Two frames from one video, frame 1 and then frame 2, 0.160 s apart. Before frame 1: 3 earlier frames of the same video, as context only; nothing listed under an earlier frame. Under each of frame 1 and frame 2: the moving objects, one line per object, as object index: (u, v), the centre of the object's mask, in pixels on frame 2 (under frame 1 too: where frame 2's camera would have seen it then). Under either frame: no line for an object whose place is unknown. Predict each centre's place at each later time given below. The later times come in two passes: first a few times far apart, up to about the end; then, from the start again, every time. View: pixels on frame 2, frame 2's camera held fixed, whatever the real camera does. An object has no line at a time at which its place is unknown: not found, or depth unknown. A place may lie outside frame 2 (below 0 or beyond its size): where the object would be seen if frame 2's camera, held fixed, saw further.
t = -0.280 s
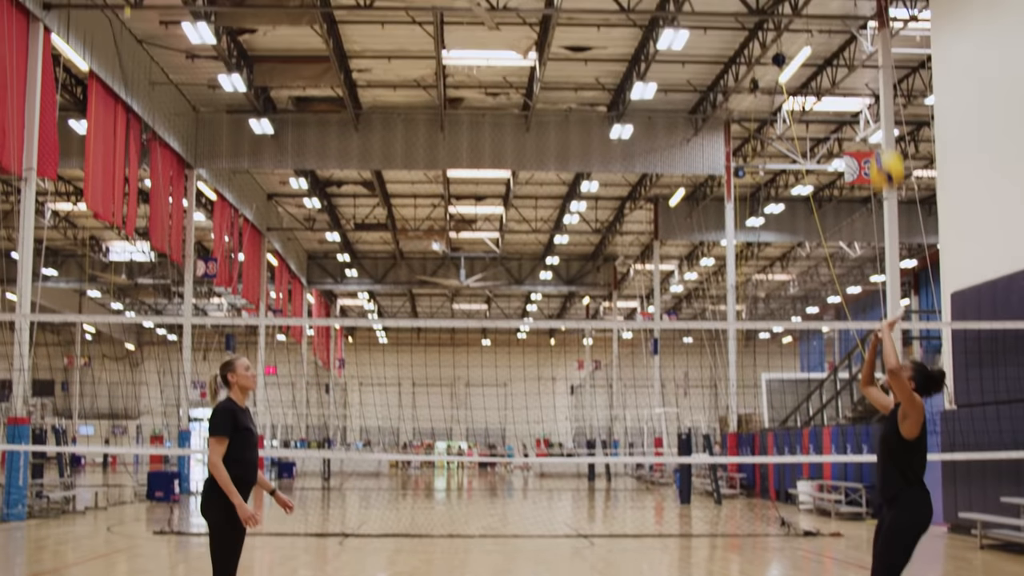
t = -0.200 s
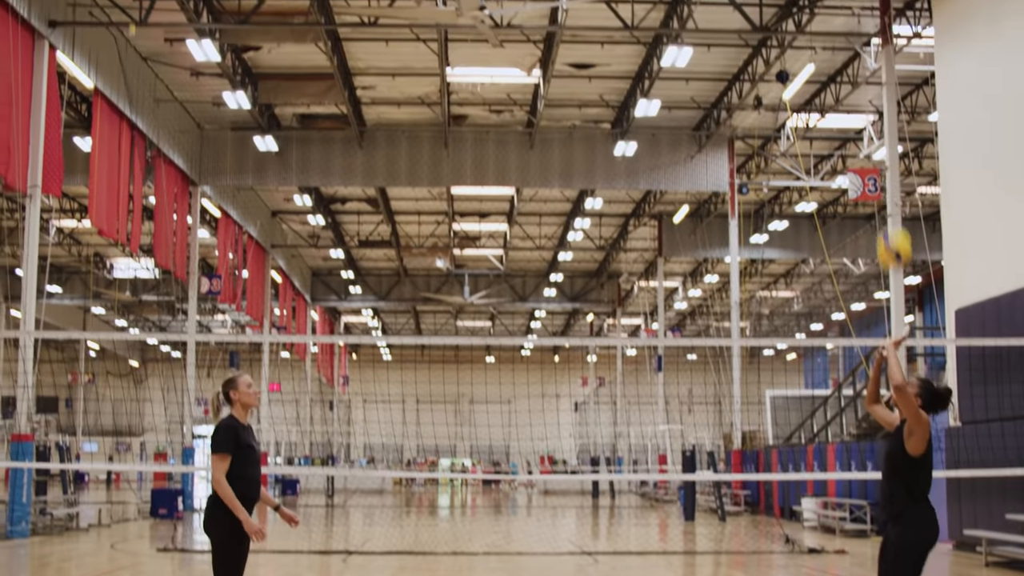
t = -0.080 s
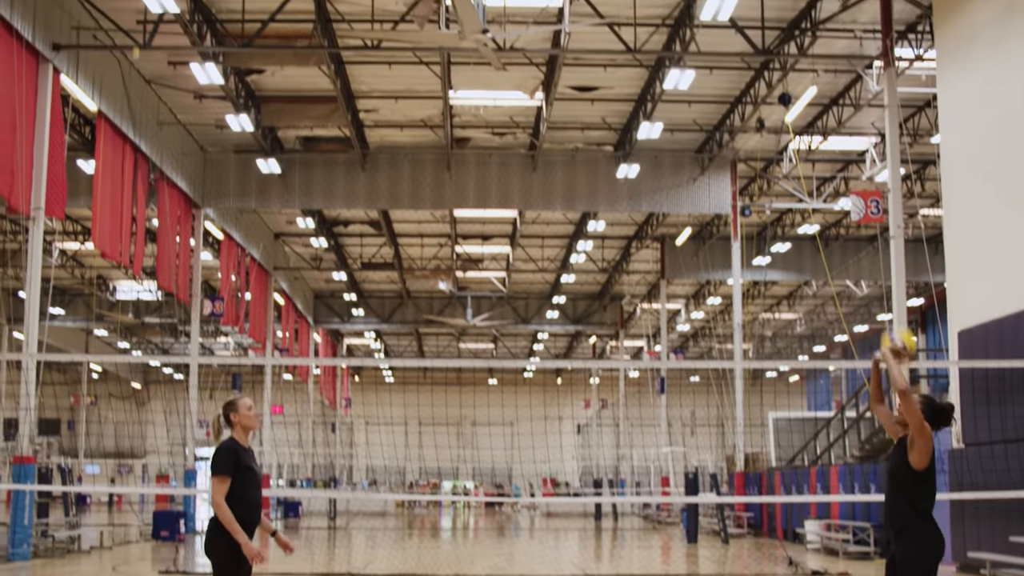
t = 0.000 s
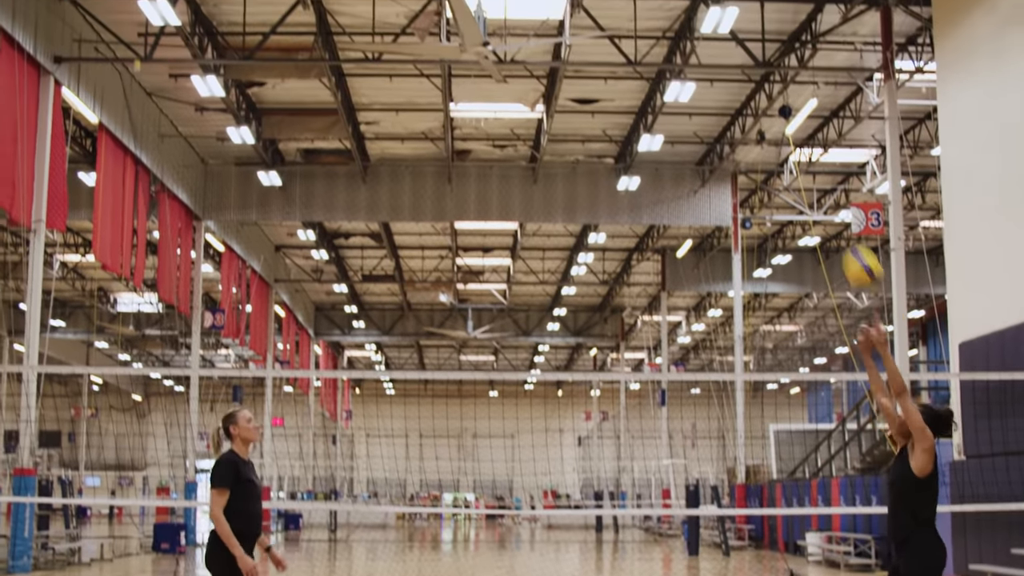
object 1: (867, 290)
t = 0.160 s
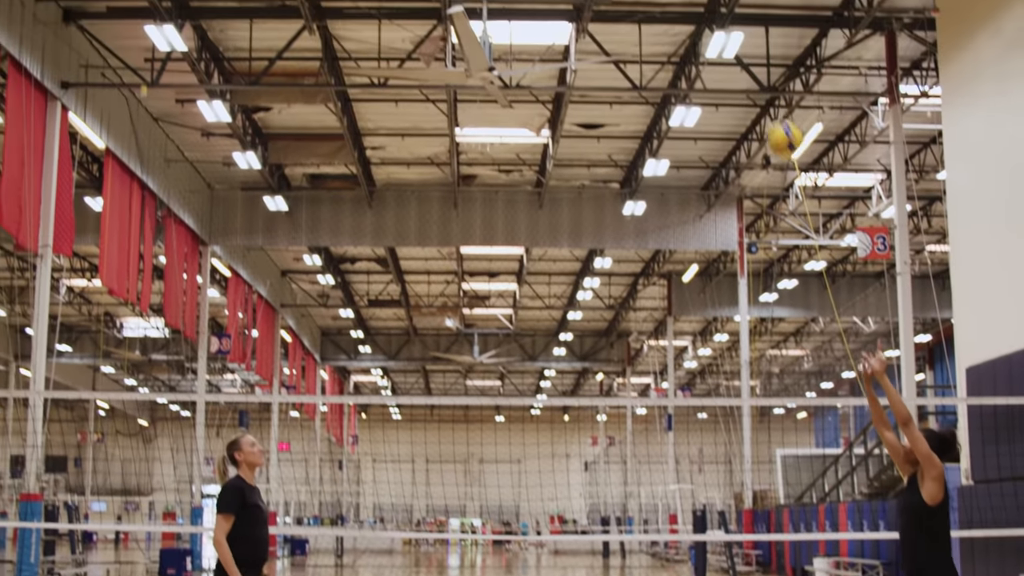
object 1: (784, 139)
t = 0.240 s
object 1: (746, 81)
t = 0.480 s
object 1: (633, -30)
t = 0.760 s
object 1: (507, -49)
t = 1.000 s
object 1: (399, 29)
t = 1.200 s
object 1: (305, 167)
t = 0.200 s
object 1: (765, 108)
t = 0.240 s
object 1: (746, 81)
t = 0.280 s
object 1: (728, 59)
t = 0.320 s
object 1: (705, 33)
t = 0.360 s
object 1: (689, 15)
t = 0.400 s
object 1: (670, -1)
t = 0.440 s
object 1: (650, -17)
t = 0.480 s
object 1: (633, -30)
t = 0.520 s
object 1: (614, -40)
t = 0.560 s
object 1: (596, -47)
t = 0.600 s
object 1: (580, -52)
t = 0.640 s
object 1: (561, -55)
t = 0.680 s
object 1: (542, -56)
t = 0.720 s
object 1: (525, -53)
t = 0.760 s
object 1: (507, -49)
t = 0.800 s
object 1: (490, -41)
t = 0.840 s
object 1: (471, -32)
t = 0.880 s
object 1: (452, -21)
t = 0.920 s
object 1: (435, -6)
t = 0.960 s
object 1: (418, 9)
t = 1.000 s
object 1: (399, 29)
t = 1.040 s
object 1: (382, 51)
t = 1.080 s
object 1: (364, 76)
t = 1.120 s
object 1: (344, 104)
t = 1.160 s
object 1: (326, 135)
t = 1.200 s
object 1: (305, 167)
